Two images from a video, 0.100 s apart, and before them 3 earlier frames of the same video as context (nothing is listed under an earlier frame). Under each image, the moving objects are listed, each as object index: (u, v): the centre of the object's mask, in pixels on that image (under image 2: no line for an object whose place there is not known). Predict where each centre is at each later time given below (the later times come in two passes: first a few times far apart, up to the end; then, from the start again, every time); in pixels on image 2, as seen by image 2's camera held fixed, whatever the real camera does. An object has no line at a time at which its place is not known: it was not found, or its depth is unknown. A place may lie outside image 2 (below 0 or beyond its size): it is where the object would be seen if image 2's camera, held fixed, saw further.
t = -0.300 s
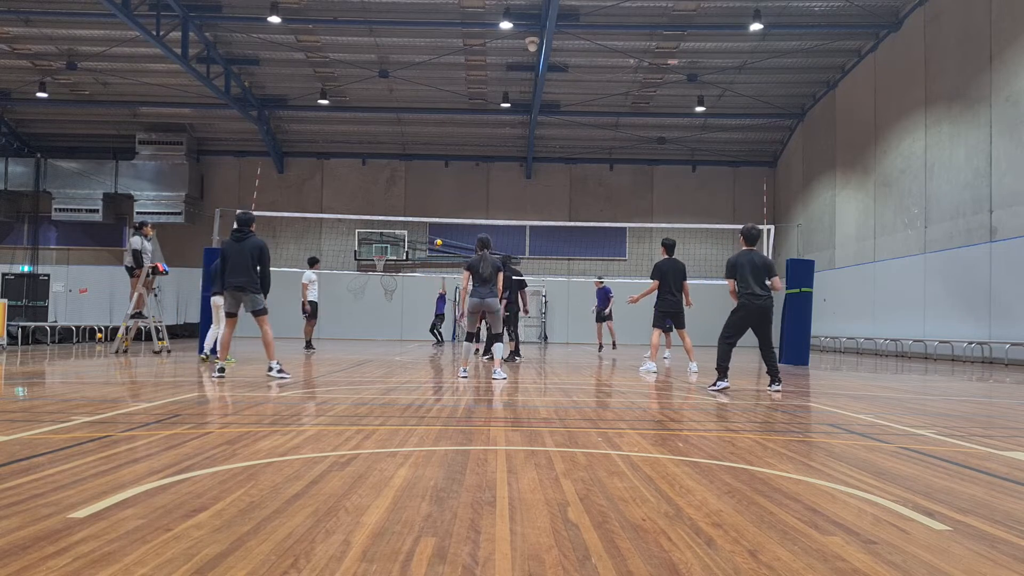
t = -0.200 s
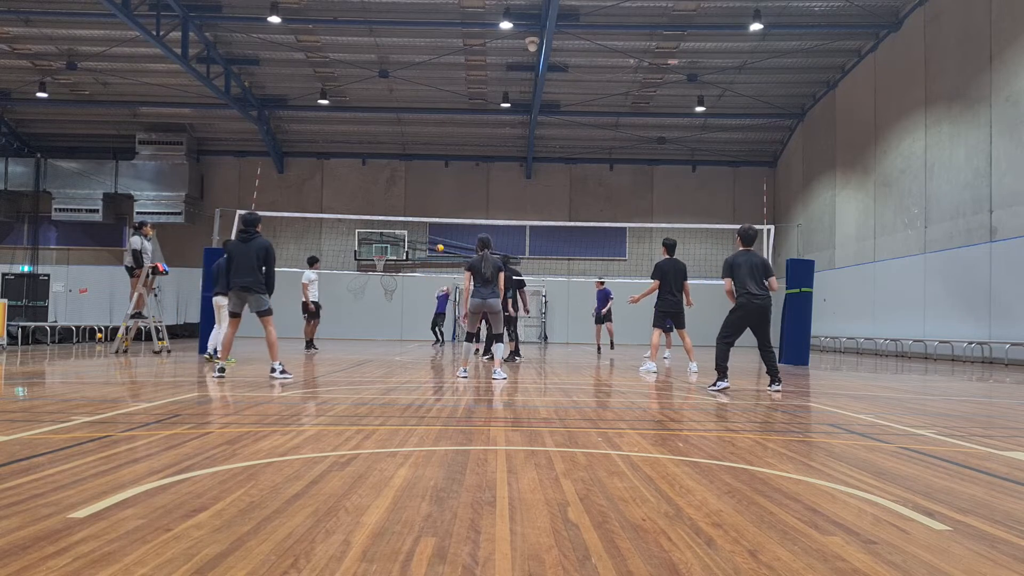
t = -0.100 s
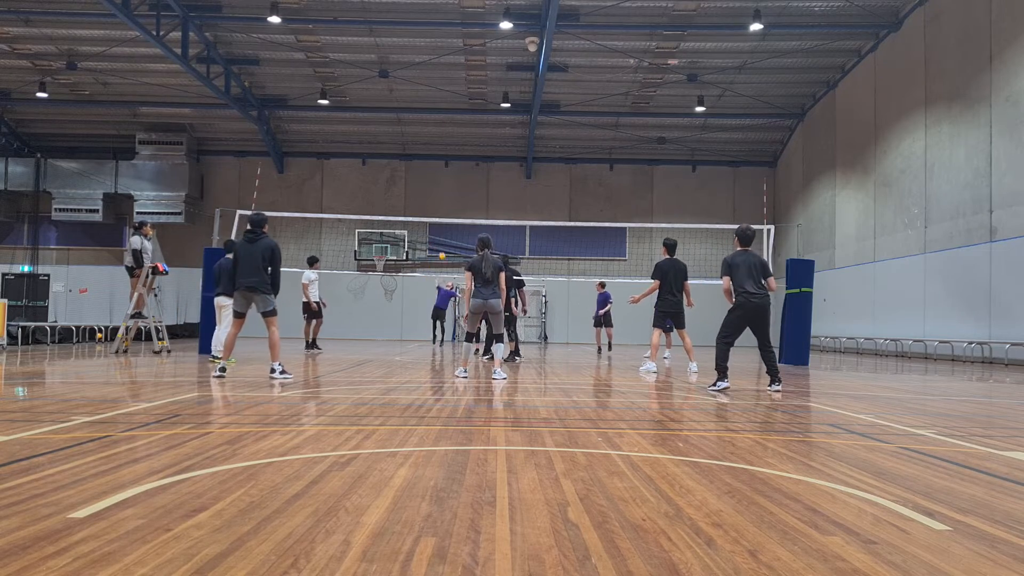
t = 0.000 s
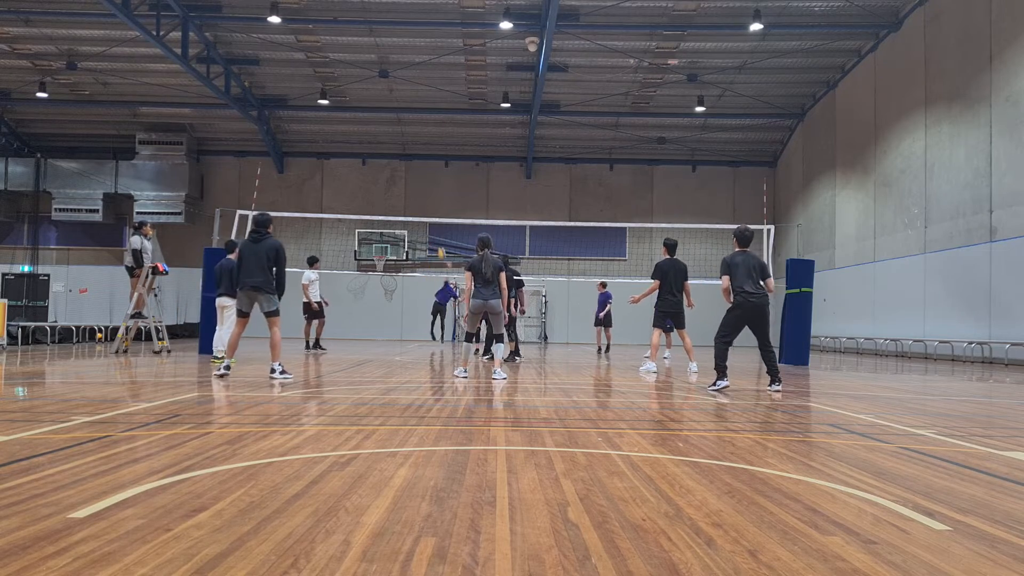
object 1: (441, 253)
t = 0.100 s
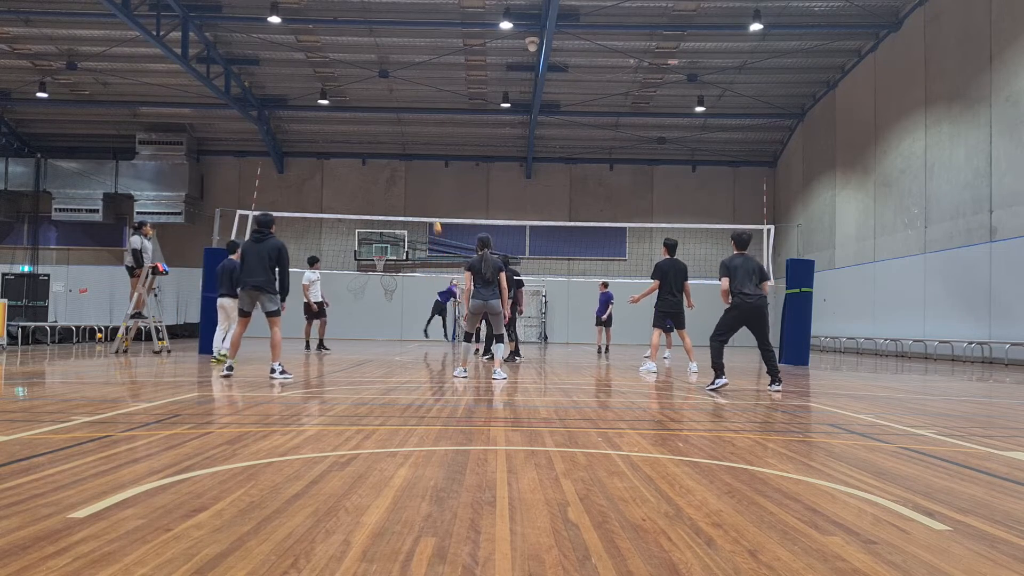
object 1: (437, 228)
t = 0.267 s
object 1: (427, 187)
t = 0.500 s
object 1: (409, 143)
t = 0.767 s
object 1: (383, 115)
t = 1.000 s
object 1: (351, 117)
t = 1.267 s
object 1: (301, 167)
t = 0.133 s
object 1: (435, 215)
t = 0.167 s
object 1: (433, 211)
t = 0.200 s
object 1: (431, 203)
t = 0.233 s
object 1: (429, 195)
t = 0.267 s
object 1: (427, 187)
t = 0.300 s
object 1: (425, 180)
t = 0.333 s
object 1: (423, 174)
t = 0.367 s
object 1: (420, 167)
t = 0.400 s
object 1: (418, 161)
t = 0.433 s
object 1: (415, 155)
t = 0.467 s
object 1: (412, 148)
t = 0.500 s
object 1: (409, 143)
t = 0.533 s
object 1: (407, 138)
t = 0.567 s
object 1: (404, 134)
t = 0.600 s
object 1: (400, 129)
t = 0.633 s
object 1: (397, 126)
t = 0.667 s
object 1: (394, 122)
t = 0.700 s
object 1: (390, 120)
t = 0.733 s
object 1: (387, 117)
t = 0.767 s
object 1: (383, 115)
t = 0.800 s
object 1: (380, 114)
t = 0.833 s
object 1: (375, 113)
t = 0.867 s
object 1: (370, 112)
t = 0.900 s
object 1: (366, 113)
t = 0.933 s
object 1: (361, 114)
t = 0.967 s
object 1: (356, 115)
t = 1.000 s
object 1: (351, 117)
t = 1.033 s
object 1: (346, 120)
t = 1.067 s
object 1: (340, 124)
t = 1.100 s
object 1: (334, 129)
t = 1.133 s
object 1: (328, 135)
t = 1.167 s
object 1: (322, 142)
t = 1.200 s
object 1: (315, 149)
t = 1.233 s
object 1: (308, 158)
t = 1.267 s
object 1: (301, 167)
